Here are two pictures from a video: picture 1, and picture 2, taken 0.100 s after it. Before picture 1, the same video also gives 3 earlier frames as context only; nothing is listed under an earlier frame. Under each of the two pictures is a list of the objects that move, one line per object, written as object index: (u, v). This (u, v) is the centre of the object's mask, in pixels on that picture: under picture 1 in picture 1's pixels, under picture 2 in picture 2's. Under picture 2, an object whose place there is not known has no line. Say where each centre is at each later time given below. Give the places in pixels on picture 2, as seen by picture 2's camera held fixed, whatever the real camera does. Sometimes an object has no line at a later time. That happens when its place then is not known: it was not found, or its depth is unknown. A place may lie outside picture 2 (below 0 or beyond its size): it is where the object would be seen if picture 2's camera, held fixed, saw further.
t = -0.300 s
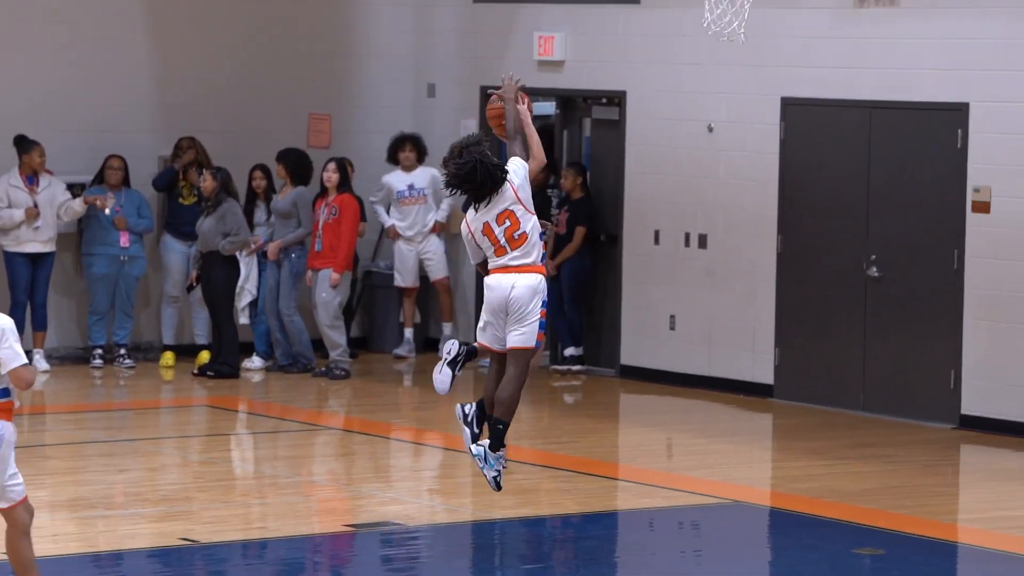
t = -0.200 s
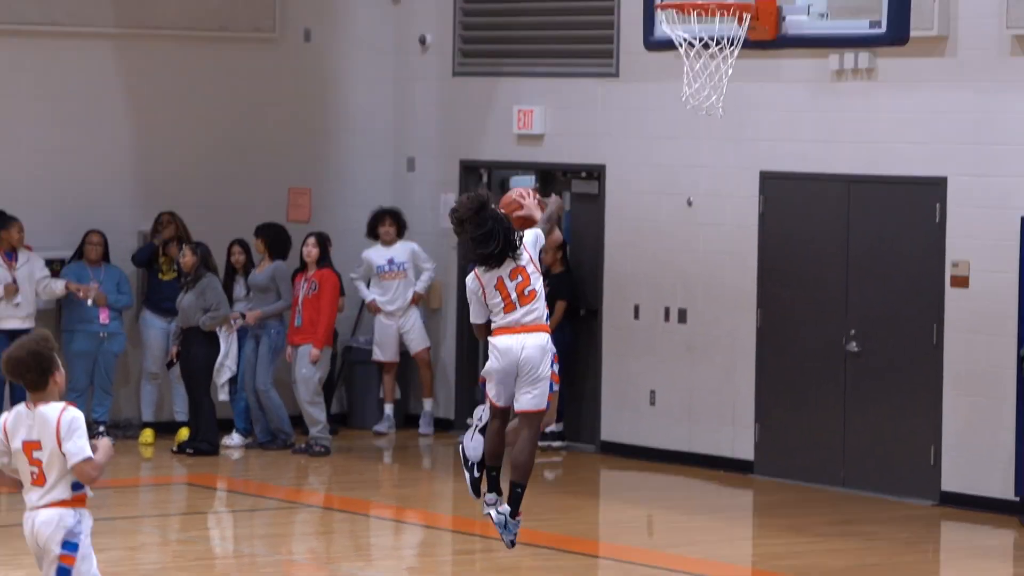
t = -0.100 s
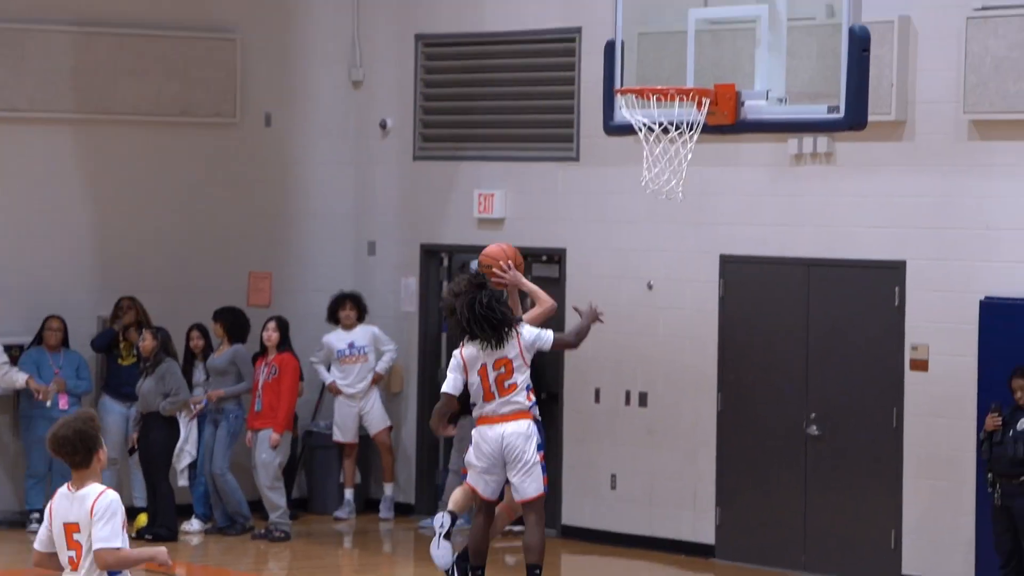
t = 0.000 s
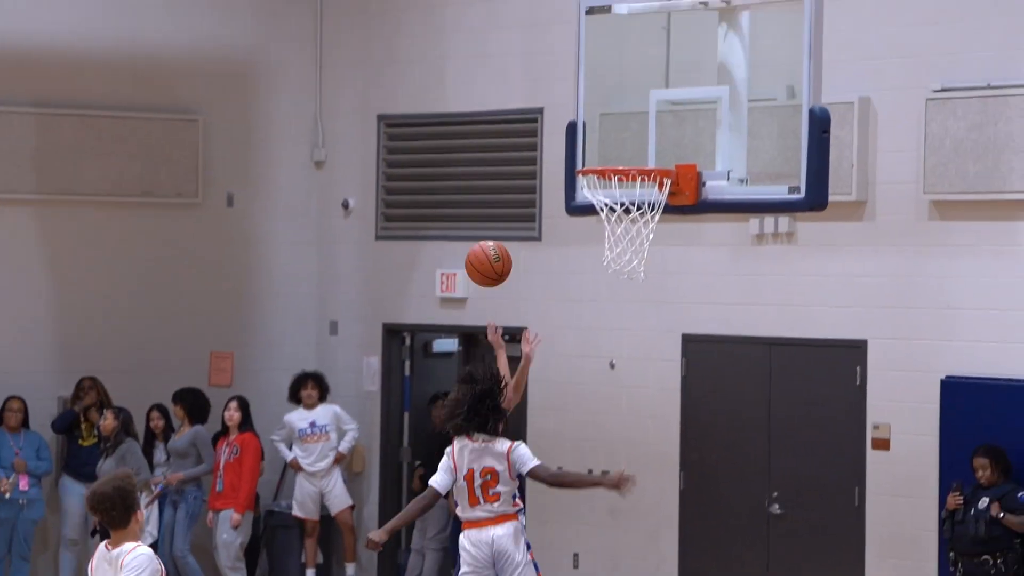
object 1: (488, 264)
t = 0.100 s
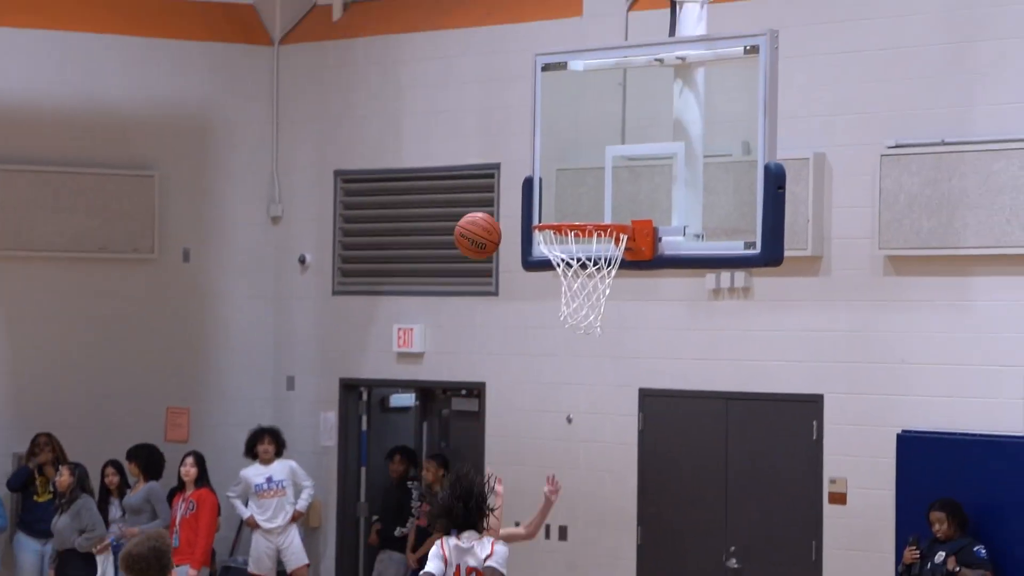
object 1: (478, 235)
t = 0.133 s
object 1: (489, 211)
